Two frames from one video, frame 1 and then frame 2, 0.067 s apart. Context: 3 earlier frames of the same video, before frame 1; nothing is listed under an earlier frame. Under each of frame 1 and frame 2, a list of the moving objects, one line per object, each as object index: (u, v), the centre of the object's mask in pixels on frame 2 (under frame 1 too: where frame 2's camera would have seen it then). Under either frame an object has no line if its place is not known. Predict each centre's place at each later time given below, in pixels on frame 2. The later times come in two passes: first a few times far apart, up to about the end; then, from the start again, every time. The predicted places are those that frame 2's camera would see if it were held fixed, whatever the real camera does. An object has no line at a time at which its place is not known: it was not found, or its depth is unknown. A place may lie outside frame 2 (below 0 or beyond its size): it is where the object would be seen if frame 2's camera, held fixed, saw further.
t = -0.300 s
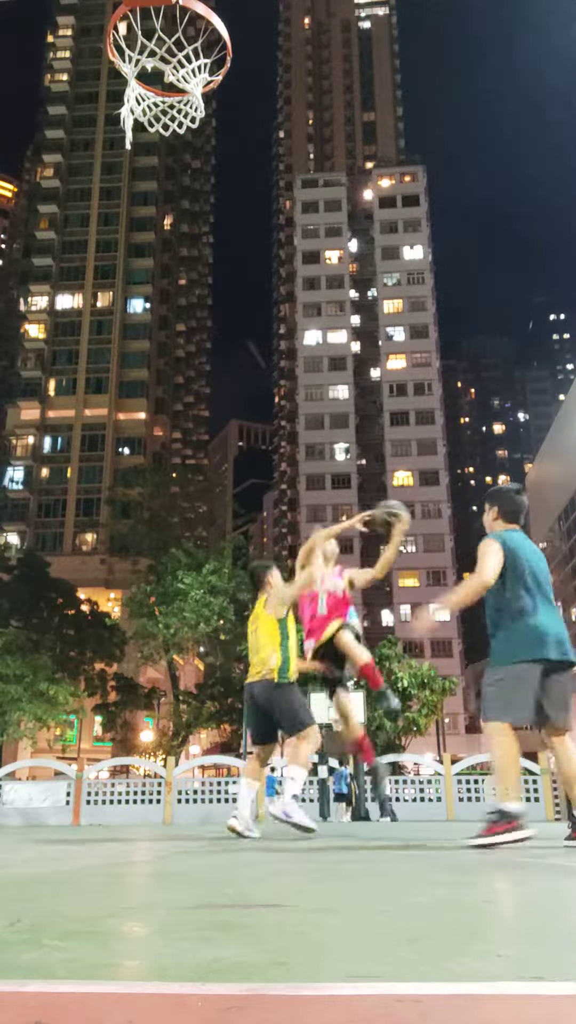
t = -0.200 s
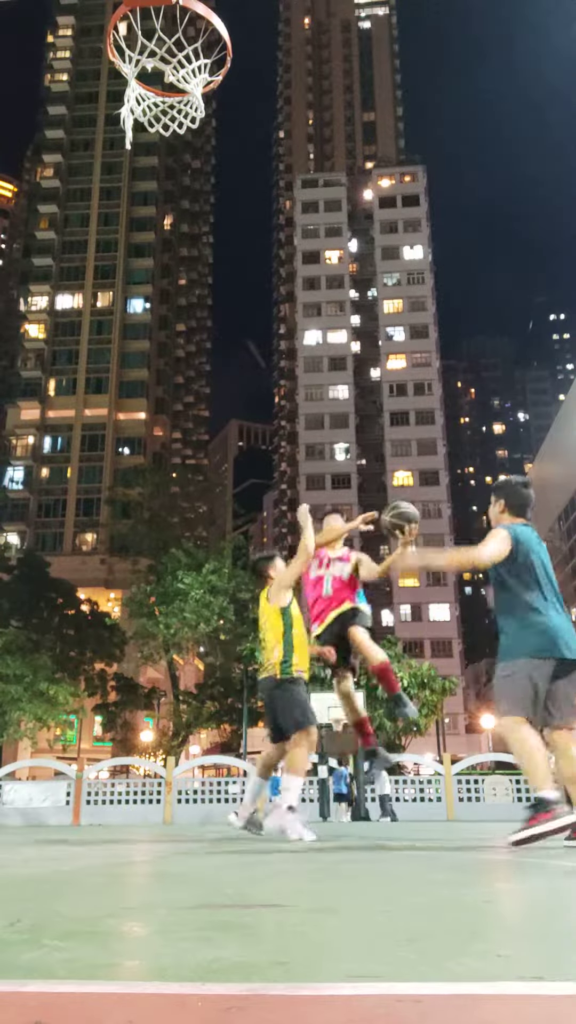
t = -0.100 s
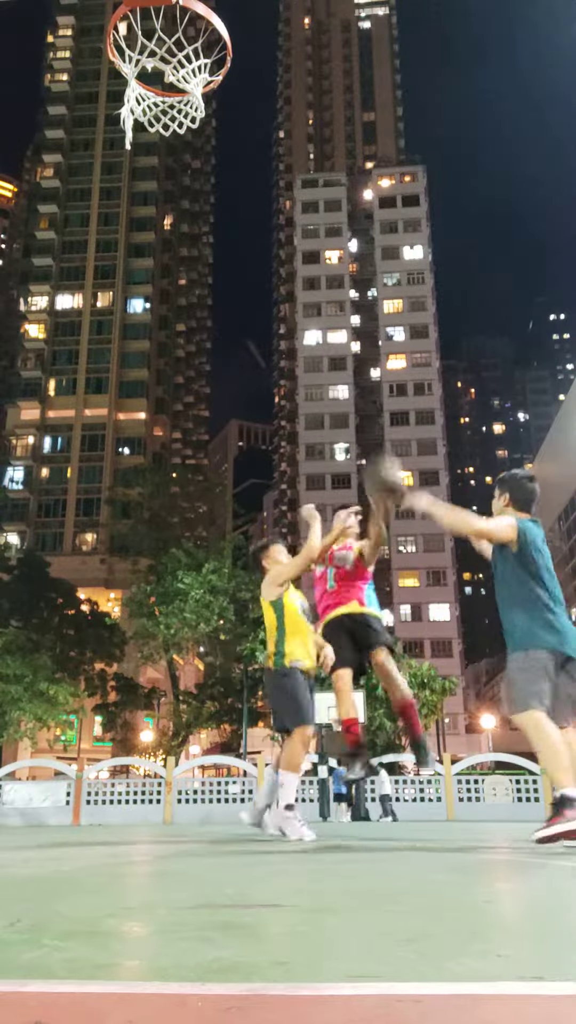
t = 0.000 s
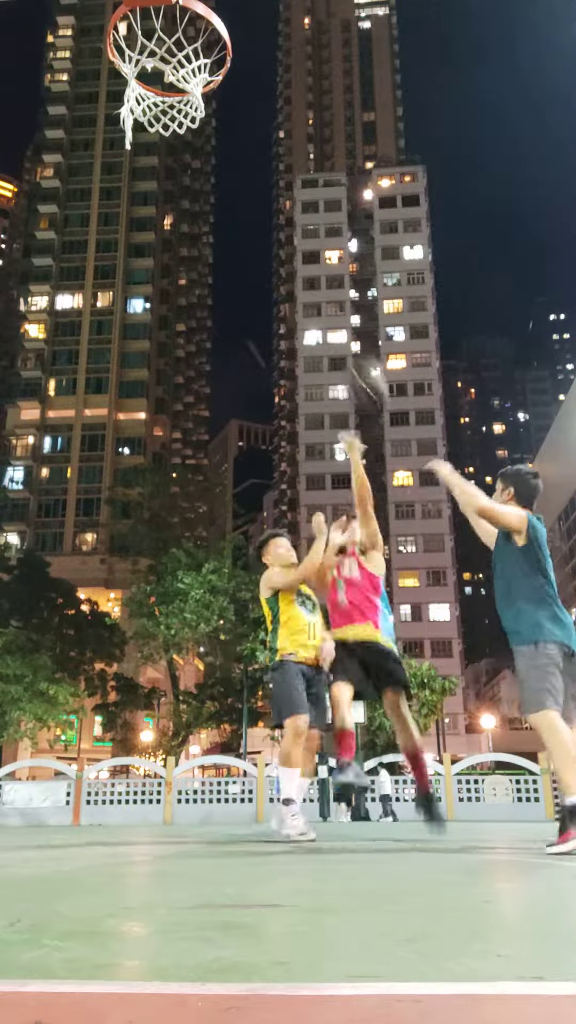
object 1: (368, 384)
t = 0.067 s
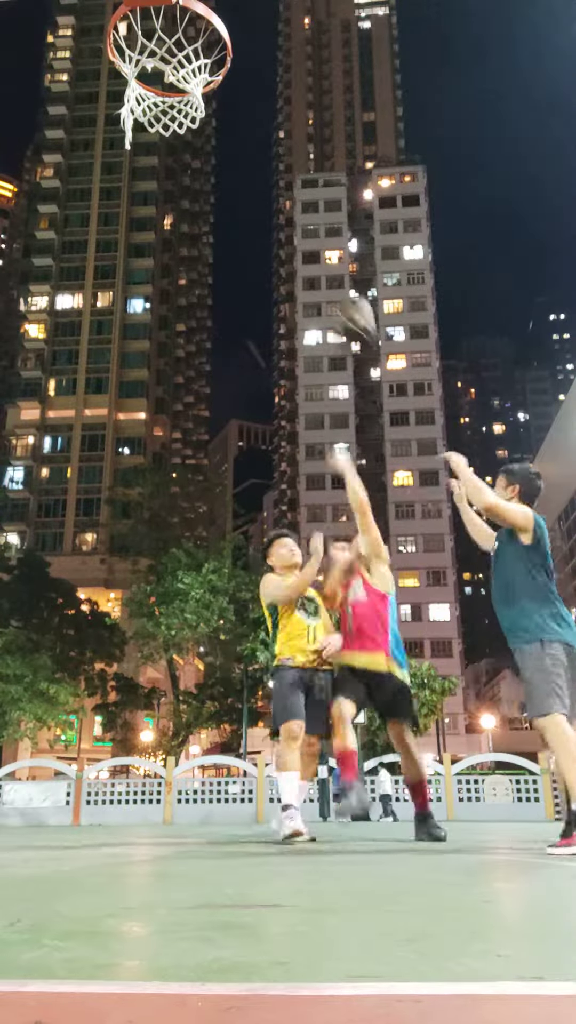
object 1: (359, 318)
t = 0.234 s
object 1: (322, 188)
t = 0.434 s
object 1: (275, 64)
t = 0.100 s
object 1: (349, 293)
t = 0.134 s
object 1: (345, 269)
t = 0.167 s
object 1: (336, 237)
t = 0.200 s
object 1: (330, 215)
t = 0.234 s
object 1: (322, 188)
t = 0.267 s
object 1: (314, 165)
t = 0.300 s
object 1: (308, 143)
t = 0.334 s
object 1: (299, 123)
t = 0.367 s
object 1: (292, 97)
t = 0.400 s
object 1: (284, 81)
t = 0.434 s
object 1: (275, 64)
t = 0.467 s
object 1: (267, 47)
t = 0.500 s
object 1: (259, 33)
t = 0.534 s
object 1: (249, 24)
